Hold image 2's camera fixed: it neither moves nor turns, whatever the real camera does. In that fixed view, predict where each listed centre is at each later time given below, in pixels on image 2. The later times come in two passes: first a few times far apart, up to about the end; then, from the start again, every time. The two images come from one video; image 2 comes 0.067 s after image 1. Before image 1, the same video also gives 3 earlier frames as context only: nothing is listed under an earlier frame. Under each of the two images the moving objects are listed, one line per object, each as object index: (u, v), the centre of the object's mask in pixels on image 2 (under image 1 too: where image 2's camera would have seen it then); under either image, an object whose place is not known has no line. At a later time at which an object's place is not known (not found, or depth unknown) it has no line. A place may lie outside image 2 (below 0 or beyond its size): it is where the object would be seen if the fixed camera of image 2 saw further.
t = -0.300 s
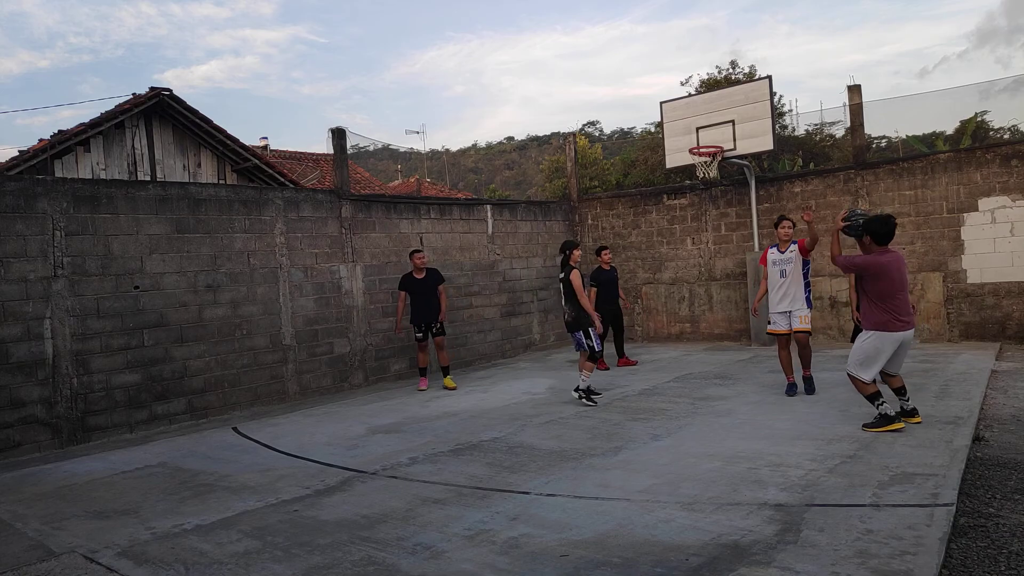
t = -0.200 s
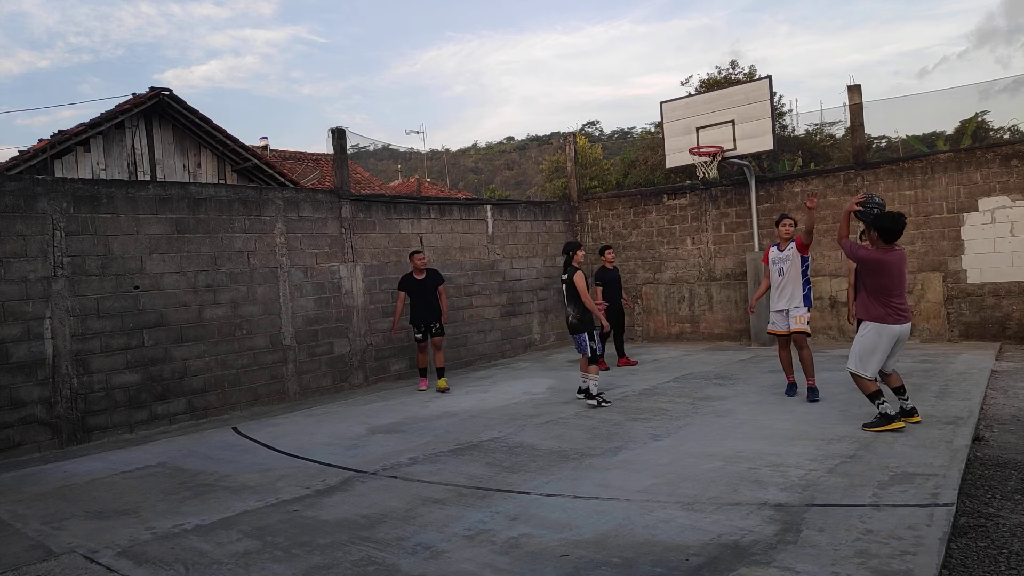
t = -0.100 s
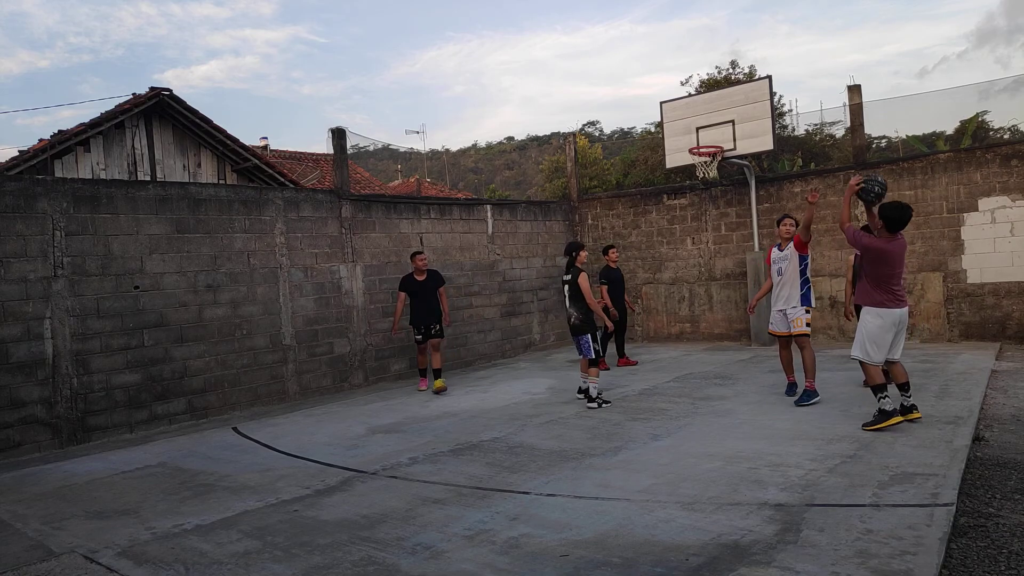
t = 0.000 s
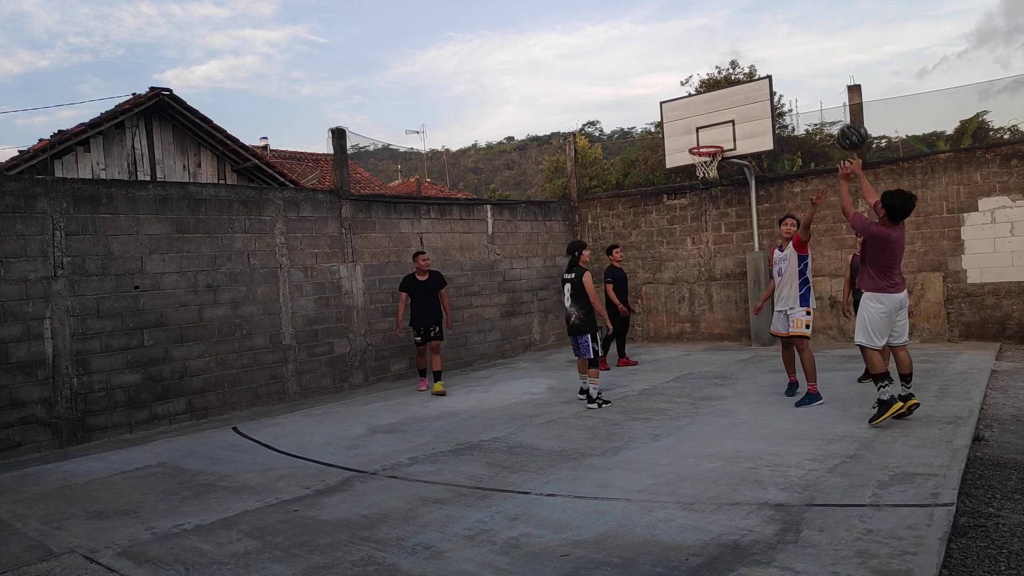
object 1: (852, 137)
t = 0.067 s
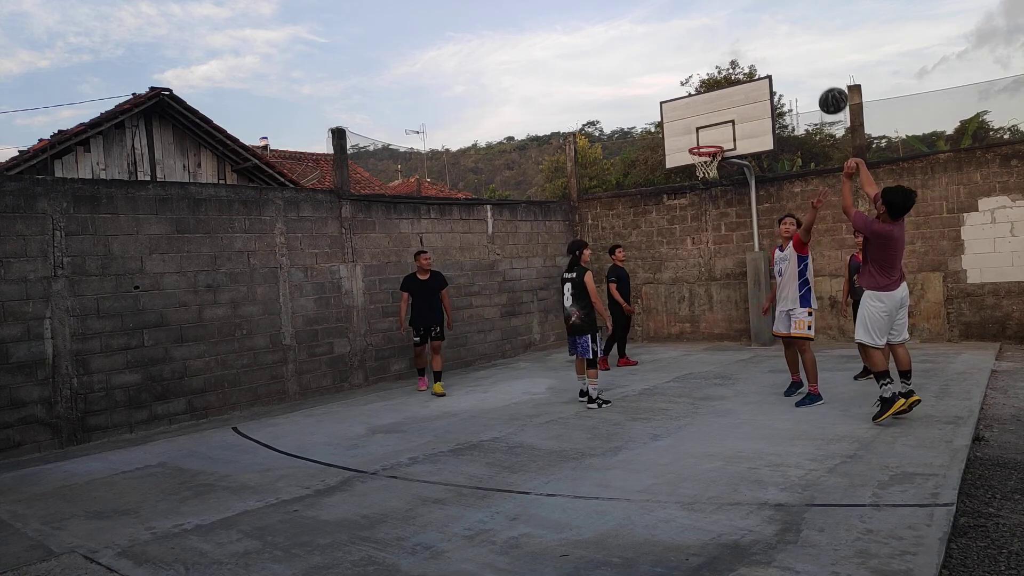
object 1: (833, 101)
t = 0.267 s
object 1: (788, 37)
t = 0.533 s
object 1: (746, 24)
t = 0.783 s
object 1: (719, 62)
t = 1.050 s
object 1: (700, 139)
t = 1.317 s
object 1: (705, 137)
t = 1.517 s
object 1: (699, 136)
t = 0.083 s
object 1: (829, 93)
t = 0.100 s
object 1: (825, 86)
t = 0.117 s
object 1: (820, 80)
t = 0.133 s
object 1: (816, 73)
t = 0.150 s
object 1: (812, 68)
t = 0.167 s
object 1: (809, 62)
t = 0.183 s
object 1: (805, 57)
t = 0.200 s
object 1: (801, 52)
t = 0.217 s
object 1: (798, 48)
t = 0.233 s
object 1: (794, 44)
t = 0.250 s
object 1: (791, 41)
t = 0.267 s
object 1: (788, 37)
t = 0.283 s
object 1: (784, 34)
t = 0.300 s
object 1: (781, 32)
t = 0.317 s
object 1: (778, 29)
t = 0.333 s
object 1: (775, 28)
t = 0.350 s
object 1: (772, 26)
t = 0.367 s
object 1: (770, 24)
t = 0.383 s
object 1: (767, 23)
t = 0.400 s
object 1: (764, 22)
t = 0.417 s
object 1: (762, 21)
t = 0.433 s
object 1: (759, 21)
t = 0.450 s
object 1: (757, 21)
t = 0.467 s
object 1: (755, 21)
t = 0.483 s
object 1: (752, 21)
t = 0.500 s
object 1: (750, 22)
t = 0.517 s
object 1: (748, 23)
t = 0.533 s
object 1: (746, 24)
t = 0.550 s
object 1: (744, 25)
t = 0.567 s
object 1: (742, 26)
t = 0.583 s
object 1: (740, 28)
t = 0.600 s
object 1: (738, 30)
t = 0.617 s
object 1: (736, 32)
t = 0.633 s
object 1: (734, 34)
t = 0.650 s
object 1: (732, 36)
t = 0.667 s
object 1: (730, 39)
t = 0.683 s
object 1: (729, 42)
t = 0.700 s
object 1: (727, 45)
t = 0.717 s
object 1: (725, 48)
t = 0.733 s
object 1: (724, 51)
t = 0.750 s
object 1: (722, 54)
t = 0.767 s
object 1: (721, 58)
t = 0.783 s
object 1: (719, 62)
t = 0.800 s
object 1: (718, 66)
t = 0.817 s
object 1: (716, 70)
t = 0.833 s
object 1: (715, 74)
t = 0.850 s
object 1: (714, 78)
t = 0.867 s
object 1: (712, 83)
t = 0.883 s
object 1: (711, 87)
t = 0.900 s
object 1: (710, 93)
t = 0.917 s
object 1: (708, 98)
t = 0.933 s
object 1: (707, 103)
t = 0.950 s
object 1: (706, 108)
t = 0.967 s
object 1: (705, 113)
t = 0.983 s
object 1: (704, 119)
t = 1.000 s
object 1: (703, 124)
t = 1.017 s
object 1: (701, 130)
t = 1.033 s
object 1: (701, 136)
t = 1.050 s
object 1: (700, 139)
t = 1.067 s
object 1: (699, 140)
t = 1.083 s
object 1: (699, 141)
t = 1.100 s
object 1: (698, 141)
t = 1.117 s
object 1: (698, 140)
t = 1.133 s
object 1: (698, 140)
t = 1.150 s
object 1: (699, 140)
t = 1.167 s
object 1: (700, 140)
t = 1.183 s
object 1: (700, 141)
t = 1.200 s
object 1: (700, 142)
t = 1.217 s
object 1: (701, 142)
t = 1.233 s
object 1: (702, 142)
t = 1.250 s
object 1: (703, 141)
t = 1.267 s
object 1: (704, 140)
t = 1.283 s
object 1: (705, 139)
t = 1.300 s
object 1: (705, 138)
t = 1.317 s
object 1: (705, 137)
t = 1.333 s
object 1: (705, 137)
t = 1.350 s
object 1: (704, 137)
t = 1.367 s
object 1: (703, 136)
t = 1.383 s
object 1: (703, 135)
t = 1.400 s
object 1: (702, 135)
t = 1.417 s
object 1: (701, 134)
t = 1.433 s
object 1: (701, 134)
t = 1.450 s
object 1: (701, 134)
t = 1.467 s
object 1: (700, 134)
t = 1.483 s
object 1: (700, 135)
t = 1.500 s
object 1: (699, 136)
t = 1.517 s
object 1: (699, 136)
